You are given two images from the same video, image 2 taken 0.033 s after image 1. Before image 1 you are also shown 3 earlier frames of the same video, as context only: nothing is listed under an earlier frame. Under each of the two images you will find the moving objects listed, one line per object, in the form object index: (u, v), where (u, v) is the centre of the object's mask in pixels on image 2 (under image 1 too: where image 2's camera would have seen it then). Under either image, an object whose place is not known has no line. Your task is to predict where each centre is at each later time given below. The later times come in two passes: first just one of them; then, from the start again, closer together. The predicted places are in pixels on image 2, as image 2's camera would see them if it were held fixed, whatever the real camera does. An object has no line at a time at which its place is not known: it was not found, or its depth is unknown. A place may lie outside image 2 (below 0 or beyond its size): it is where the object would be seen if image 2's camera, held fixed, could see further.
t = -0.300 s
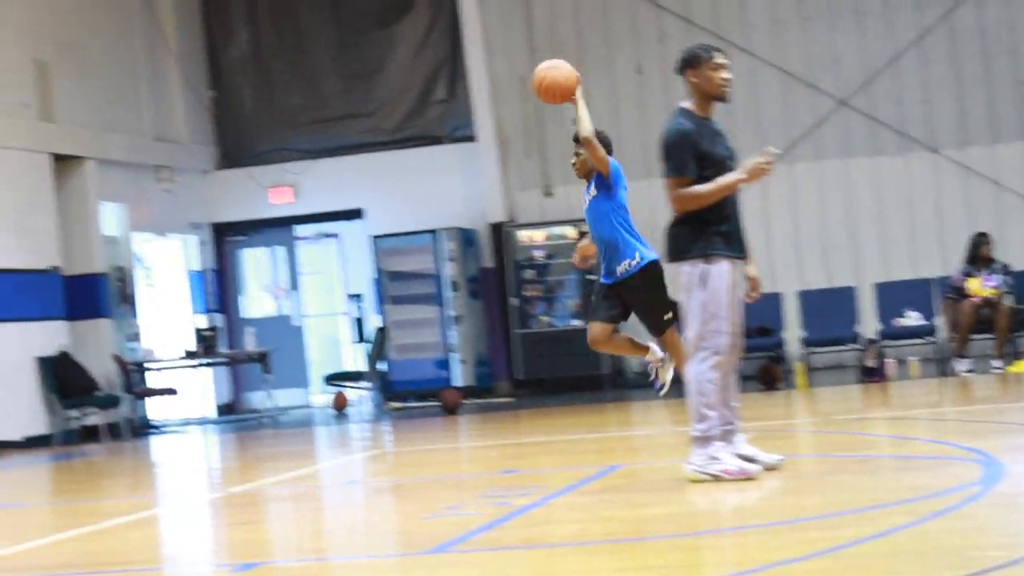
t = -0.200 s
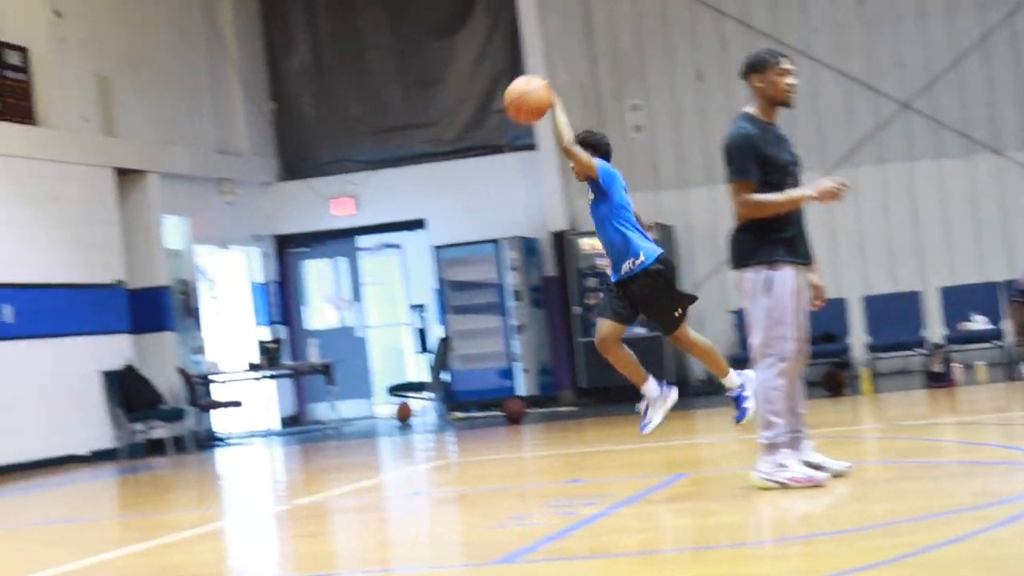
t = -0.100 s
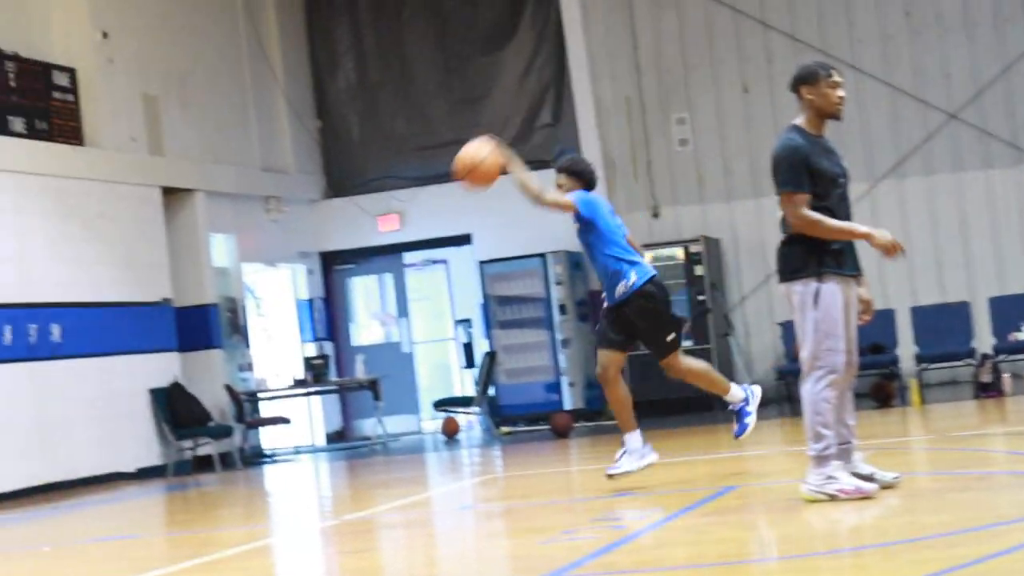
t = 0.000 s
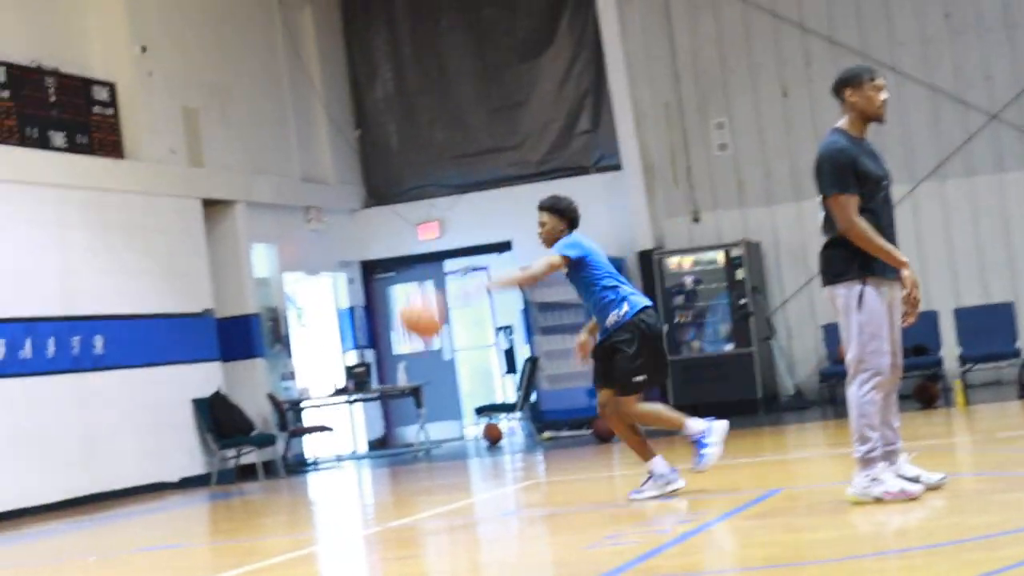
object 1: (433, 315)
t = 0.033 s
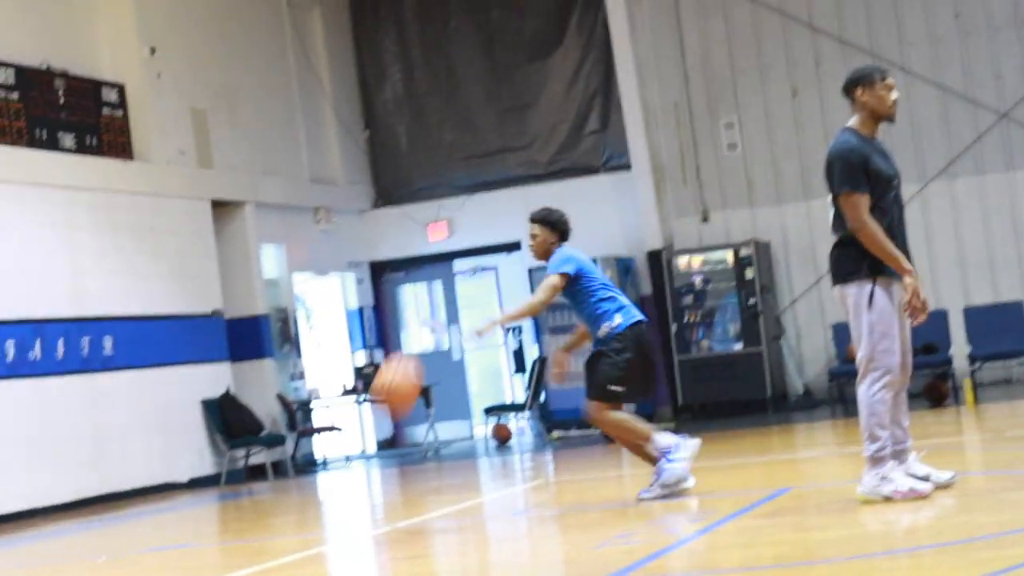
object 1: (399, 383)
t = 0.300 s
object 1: (204, 287)
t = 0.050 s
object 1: (386, 415)
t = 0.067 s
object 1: (369, 455)
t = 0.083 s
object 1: (350, 490)
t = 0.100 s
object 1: (334, 520)
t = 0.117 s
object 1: (320, 511)
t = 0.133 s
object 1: (309, 485)
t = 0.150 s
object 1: (299, 461)
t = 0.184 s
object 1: (279, 421)
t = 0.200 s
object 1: (269, 403)
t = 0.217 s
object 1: (258, 380)
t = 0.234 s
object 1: (247, 360)
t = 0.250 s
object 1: (236, 341)
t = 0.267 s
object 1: (225, 325)
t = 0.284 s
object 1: (215, 307)
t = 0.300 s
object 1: (204, 287)
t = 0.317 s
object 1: (193, 269)
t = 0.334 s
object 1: (183, 253)
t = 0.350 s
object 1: (171, 238)
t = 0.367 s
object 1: (161, 222)
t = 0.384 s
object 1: (149, 208)
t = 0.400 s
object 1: (138, 193)
